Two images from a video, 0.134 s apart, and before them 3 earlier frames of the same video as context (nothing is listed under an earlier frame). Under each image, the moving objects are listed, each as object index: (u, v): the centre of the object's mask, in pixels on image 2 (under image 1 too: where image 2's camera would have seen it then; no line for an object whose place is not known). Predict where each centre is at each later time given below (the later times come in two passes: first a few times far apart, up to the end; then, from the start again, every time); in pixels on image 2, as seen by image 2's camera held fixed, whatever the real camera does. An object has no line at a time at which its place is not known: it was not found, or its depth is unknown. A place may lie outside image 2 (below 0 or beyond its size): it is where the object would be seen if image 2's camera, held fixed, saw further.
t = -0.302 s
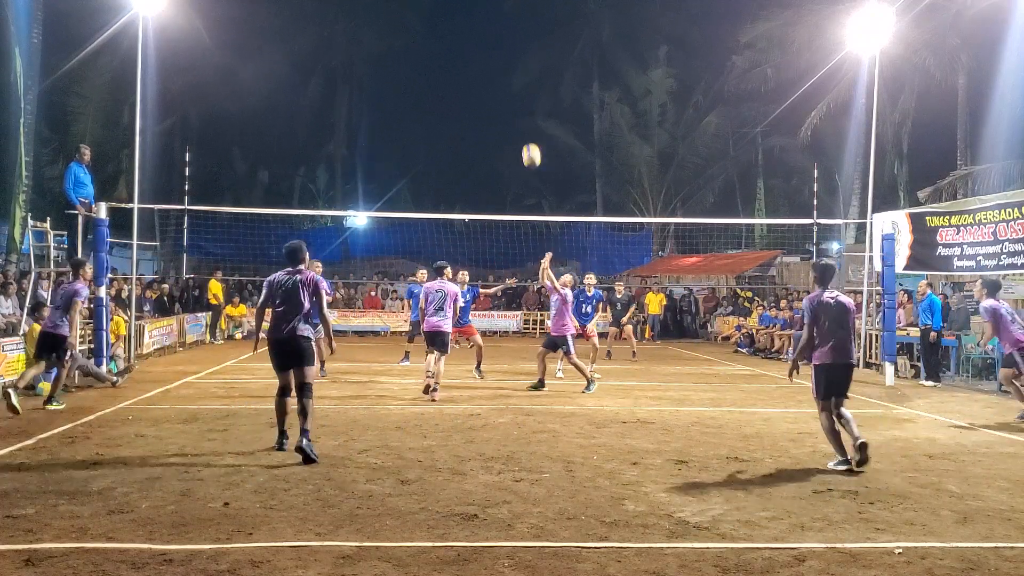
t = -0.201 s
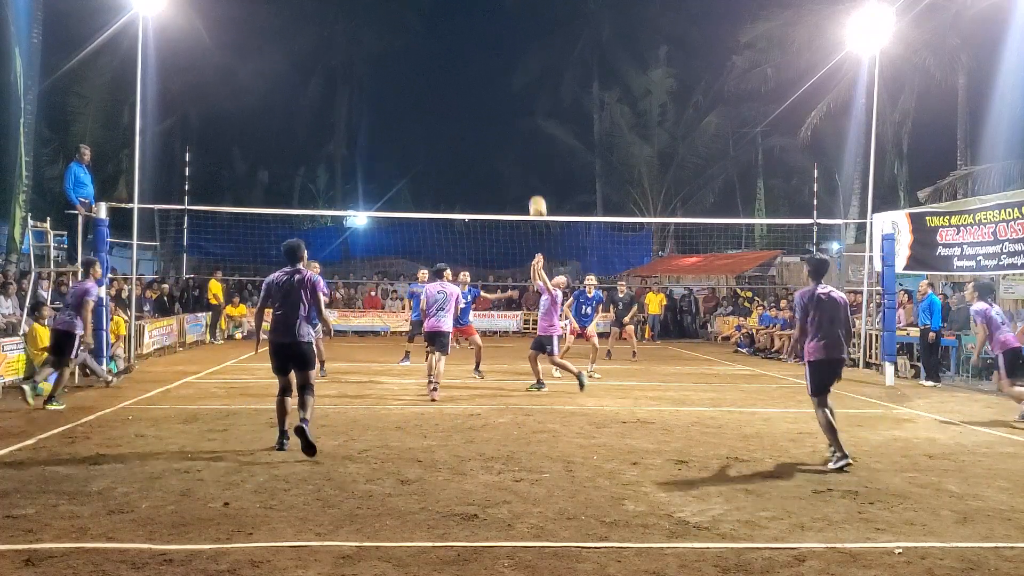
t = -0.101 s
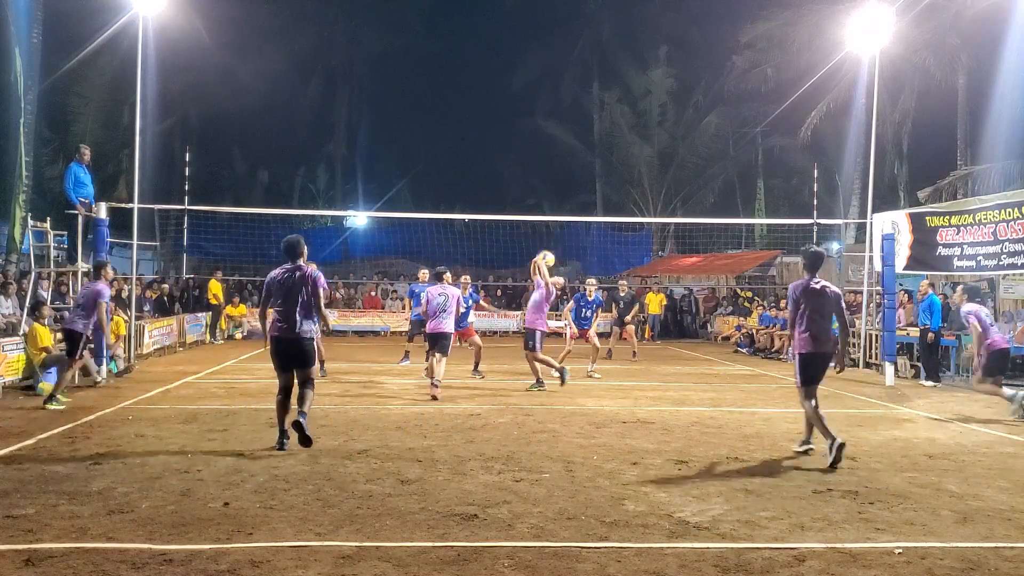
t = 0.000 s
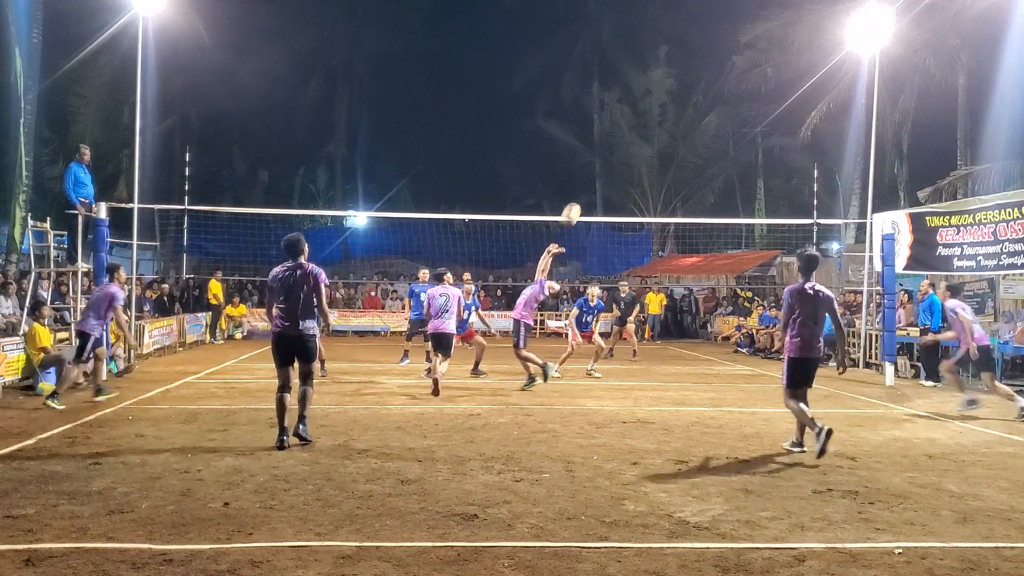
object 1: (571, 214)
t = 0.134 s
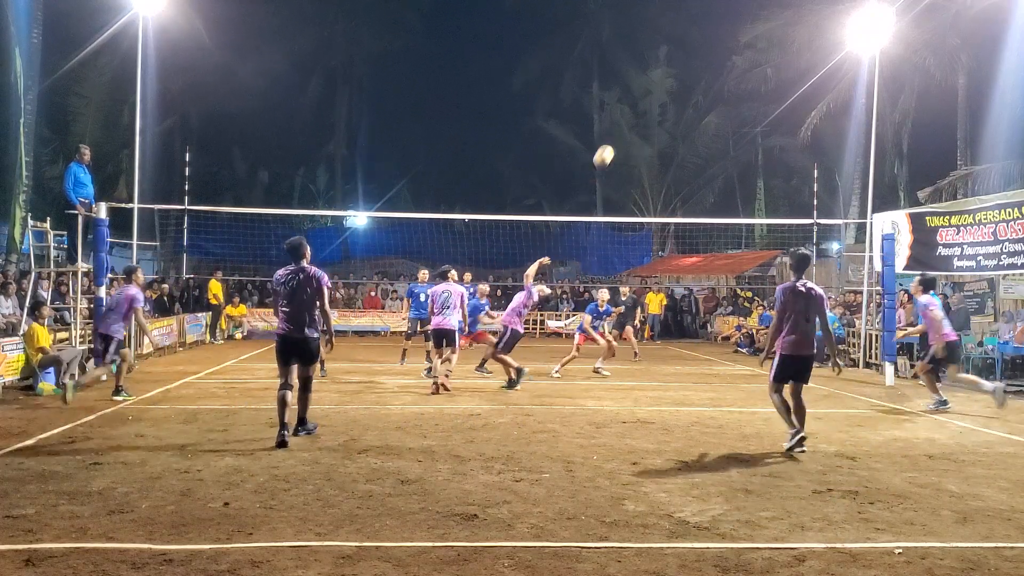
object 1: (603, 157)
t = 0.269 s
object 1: (636, 111)
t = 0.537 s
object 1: (698, 64)
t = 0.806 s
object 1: (756, 69)
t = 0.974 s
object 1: (791, 99)
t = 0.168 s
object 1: (612, 143)
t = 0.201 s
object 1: (620, 132)
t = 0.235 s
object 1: (628, 121)
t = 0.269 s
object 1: (636, 111)
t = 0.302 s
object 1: (644, 102)
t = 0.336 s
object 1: (652, 94)
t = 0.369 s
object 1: (660, 87)
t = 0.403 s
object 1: (667, 81)
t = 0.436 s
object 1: (675, 75)
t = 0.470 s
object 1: (683, 70)
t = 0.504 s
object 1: (690, 67)
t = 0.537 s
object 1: (698, 64)
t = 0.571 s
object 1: (705, 62)
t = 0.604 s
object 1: (713, 60)
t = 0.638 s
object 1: (720, 60)
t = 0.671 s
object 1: (728, 60)
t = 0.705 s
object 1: (735, 61)
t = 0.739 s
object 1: (742, 63)
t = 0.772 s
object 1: (749, 66)
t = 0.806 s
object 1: (756, 69)
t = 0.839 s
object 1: (763, 74)
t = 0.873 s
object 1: (770, 79)
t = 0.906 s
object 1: (777, 85)
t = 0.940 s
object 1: (784, 91)
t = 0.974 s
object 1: (791, 99)
